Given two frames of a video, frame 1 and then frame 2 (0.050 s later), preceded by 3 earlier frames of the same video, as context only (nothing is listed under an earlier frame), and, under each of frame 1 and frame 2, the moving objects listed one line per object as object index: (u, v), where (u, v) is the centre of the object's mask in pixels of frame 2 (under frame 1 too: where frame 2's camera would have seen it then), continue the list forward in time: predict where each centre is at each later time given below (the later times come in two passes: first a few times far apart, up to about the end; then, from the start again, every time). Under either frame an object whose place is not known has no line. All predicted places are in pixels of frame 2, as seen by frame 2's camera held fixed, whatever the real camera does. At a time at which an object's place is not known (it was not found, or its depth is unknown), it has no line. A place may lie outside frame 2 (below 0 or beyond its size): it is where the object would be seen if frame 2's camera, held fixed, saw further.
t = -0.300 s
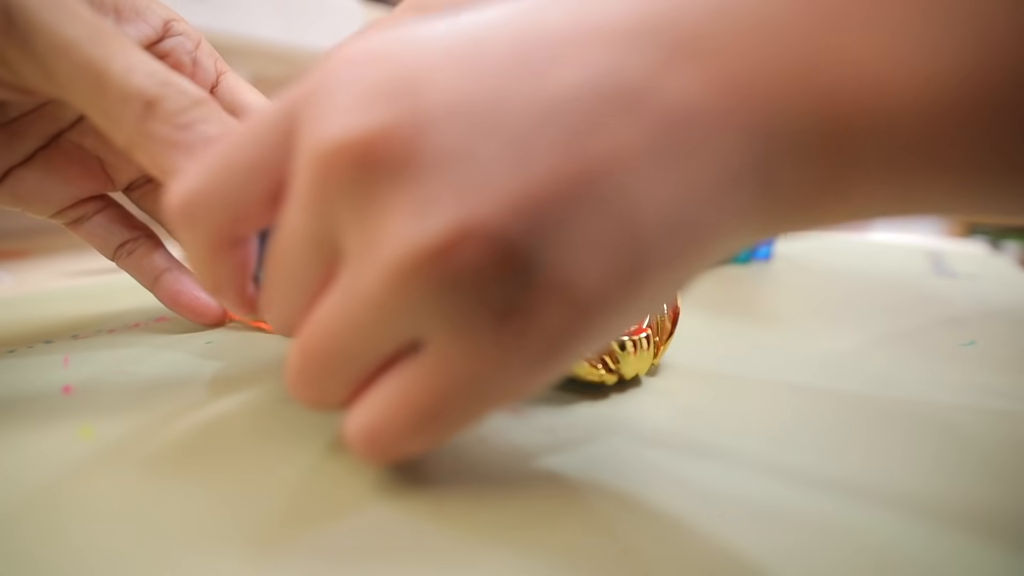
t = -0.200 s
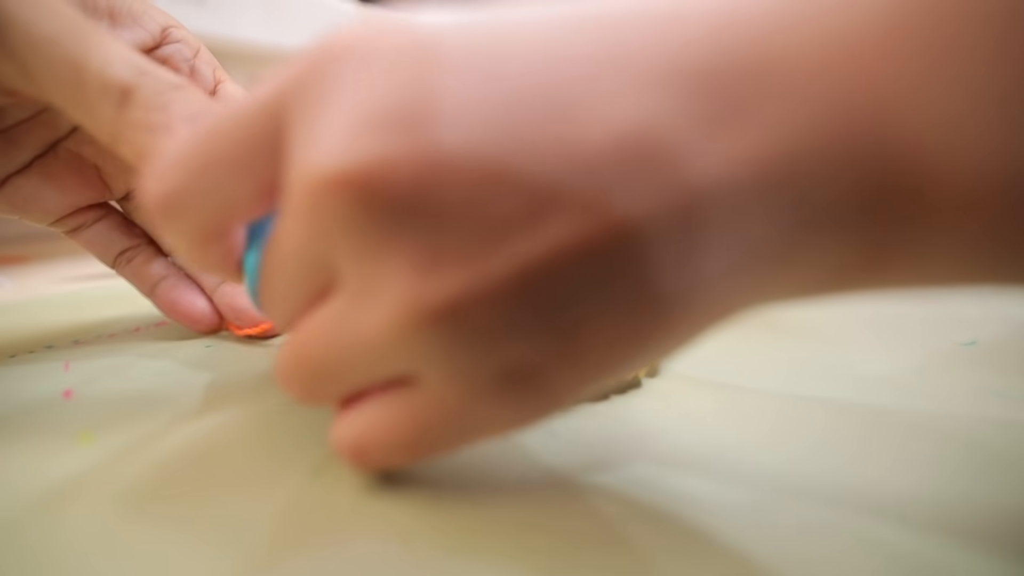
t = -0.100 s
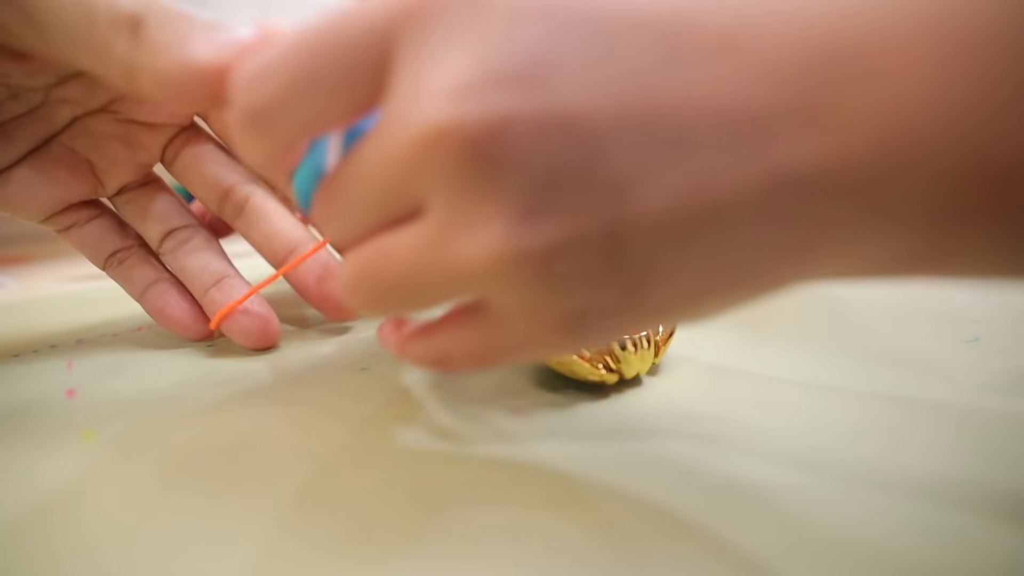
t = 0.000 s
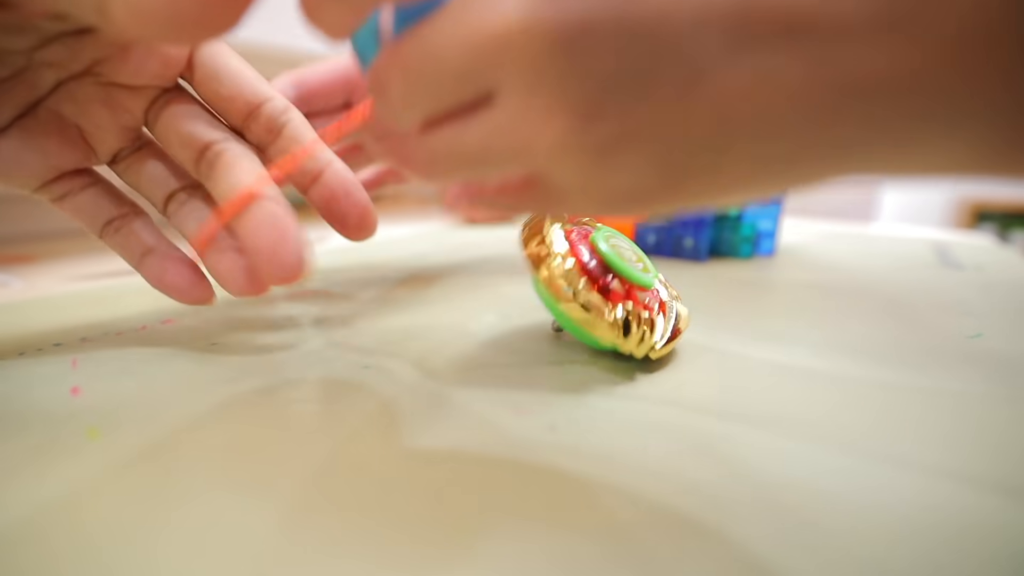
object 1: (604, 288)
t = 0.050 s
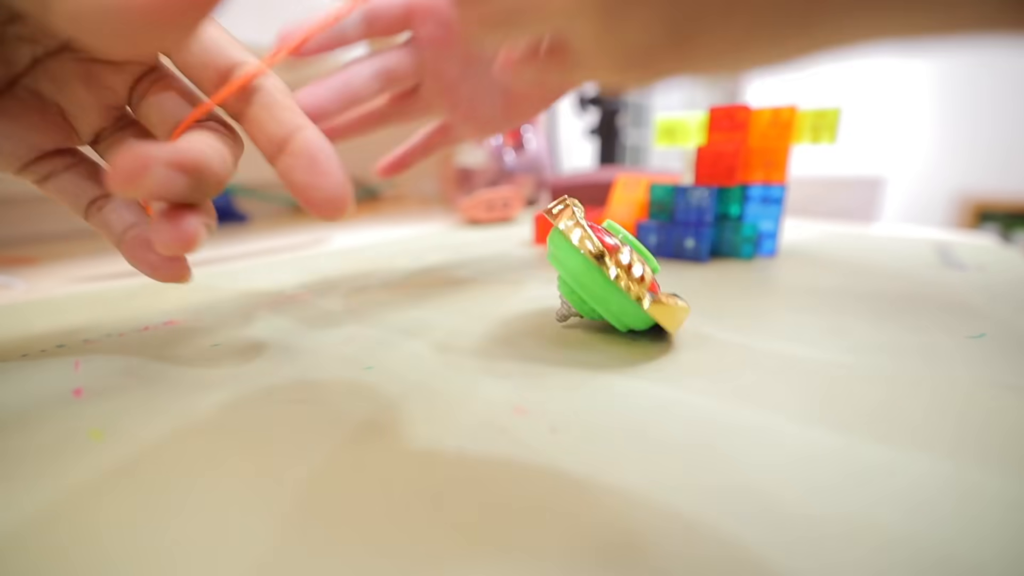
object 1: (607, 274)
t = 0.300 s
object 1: (517, 258)
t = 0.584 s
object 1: (553, 286)
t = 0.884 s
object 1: (572, 261)
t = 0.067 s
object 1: (606, 272)
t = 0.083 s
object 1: (603, 269)
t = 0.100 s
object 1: (599, 267)
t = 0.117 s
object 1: (594, 265)
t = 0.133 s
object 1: (588, 263)
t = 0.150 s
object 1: (581, 261)
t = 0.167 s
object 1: (575, 259)
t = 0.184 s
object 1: (568, 256)
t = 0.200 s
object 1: (561, 254)
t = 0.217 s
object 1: (553, 253)
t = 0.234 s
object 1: (545, 253)
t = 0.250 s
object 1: (537, 254)
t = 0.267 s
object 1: (529, 254)
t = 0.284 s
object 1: (523, 256)
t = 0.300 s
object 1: (517, 258)
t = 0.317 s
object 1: (512, 260)
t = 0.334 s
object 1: (508, 263)
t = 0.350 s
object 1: (505, 267)
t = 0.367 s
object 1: (503, 270)
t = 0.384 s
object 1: (503, 272)
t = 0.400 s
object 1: (502, 273)
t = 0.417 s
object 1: (503, 275)
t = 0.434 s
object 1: (504, 277)
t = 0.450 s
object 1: (507, 278)
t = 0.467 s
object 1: (511, 280)
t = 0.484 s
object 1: (516, 282)
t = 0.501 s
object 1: (522, 283)
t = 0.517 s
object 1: (528, 285)
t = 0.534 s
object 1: (534, 286)
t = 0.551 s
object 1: (541, 286)
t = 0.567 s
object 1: (546, 286)
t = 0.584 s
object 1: (553, 286)
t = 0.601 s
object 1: (558, 285)
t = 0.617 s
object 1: (563, 284)
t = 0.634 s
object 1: (569, 283)
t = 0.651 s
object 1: (574, 282)
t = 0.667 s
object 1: (578, 280)
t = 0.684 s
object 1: (582, 279)
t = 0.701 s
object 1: (584, 278)
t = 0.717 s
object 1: (585, 277)
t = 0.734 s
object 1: (586, 276)
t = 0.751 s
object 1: (586, 275)
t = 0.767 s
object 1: (586, 273)
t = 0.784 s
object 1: (585, 272)
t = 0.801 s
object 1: (583, 270)
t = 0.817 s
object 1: (582, 268)
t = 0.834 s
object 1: (580, 266)
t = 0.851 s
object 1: (578, 264)
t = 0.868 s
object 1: (575, 263)
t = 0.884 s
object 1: (572, 261)
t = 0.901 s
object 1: (569, 260)
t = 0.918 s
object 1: (565, 259)
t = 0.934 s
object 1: (561, 258)
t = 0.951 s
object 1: (557, 257)
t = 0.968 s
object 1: (554, 257)
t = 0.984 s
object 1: (550, 256)
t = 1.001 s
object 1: (546, 256)
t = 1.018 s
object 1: (542, 256)
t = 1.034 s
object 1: (538, 256)
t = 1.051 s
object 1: (535, 256)
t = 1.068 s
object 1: (532, 257)
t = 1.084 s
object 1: (528, 257)
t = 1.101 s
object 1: (525, 258)
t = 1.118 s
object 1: (522, 258)
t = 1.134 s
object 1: (520, 259)
